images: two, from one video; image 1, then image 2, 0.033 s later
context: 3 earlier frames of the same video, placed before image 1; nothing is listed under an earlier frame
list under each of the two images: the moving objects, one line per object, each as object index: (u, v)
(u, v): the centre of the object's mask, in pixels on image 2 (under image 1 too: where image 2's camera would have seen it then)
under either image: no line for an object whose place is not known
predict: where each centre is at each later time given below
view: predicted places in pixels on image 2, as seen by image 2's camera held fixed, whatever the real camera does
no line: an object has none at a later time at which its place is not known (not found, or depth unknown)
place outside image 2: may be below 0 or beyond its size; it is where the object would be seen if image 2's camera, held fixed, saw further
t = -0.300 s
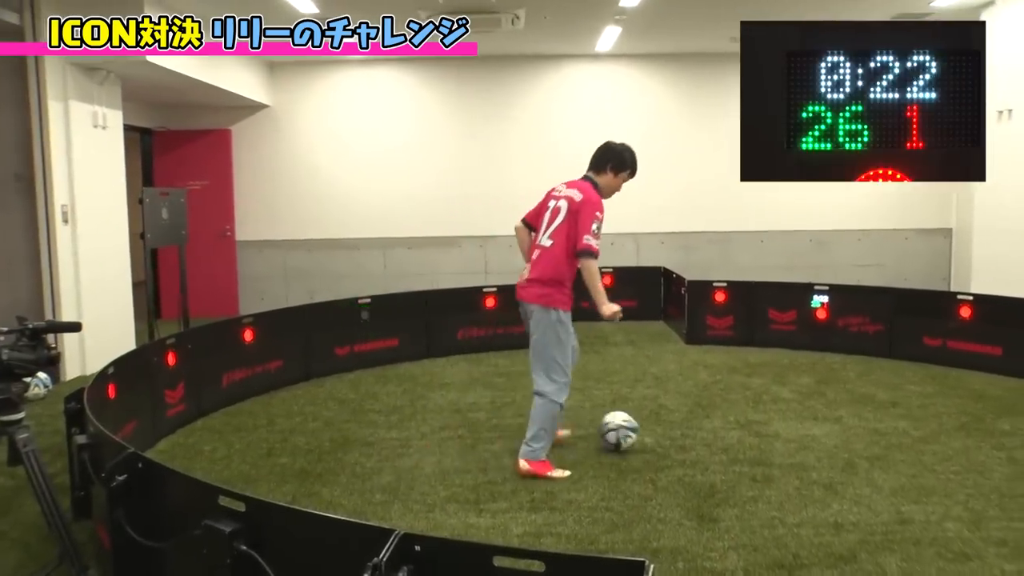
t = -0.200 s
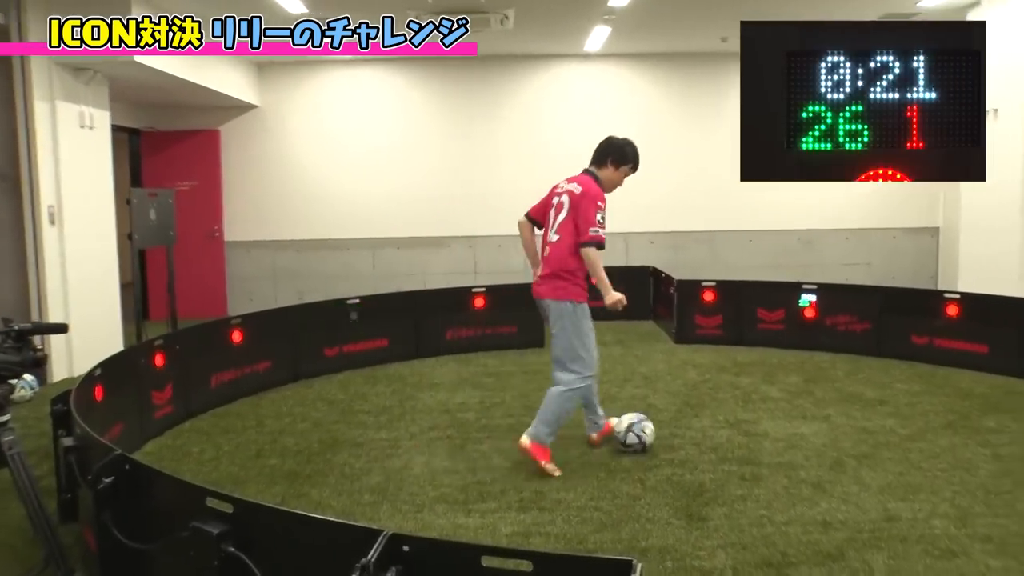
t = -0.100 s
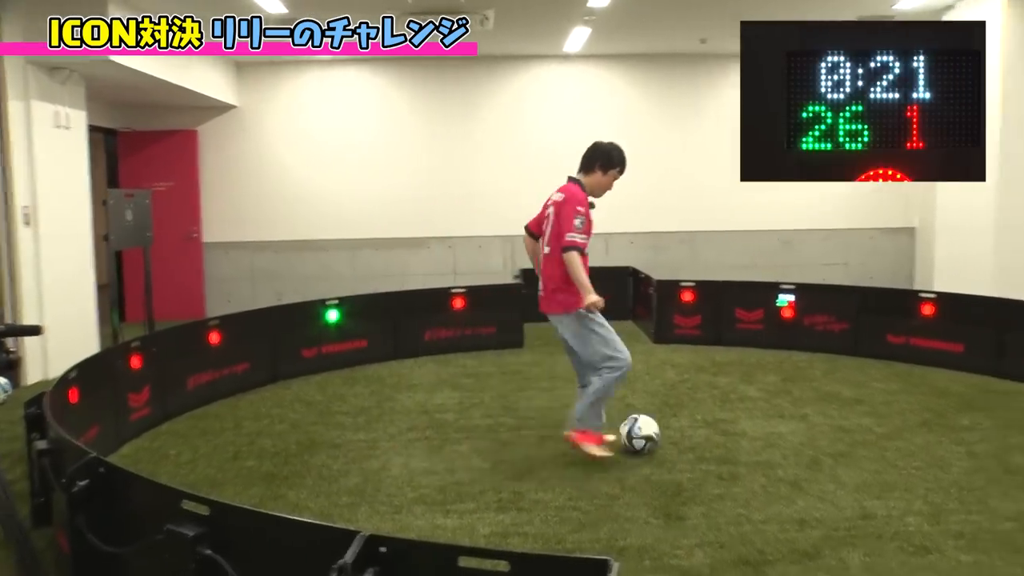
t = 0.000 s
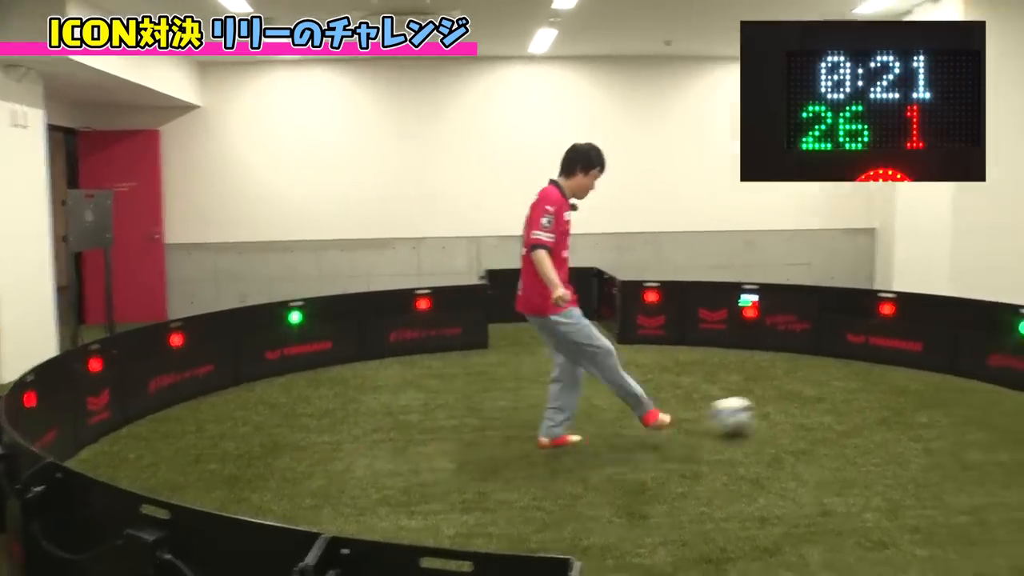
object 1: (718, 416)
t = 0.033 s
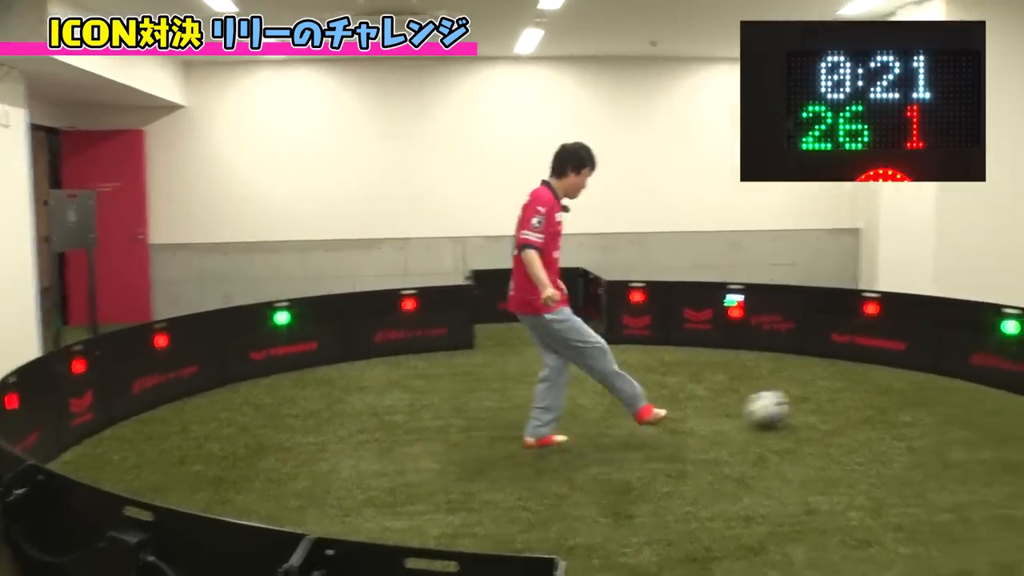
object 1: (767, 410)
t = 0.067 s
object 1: (815, 405)
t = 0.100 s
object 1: (859, 400)
